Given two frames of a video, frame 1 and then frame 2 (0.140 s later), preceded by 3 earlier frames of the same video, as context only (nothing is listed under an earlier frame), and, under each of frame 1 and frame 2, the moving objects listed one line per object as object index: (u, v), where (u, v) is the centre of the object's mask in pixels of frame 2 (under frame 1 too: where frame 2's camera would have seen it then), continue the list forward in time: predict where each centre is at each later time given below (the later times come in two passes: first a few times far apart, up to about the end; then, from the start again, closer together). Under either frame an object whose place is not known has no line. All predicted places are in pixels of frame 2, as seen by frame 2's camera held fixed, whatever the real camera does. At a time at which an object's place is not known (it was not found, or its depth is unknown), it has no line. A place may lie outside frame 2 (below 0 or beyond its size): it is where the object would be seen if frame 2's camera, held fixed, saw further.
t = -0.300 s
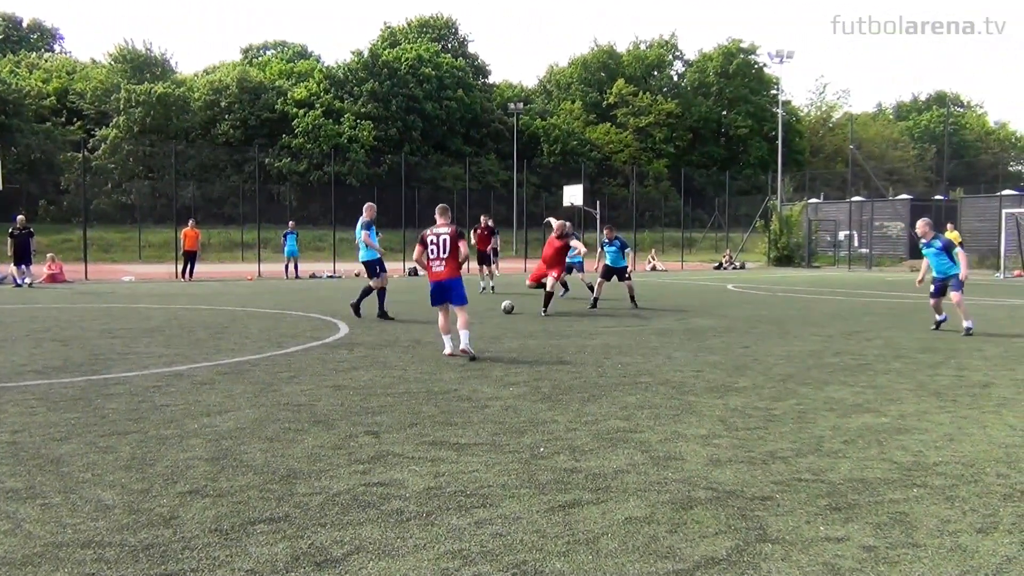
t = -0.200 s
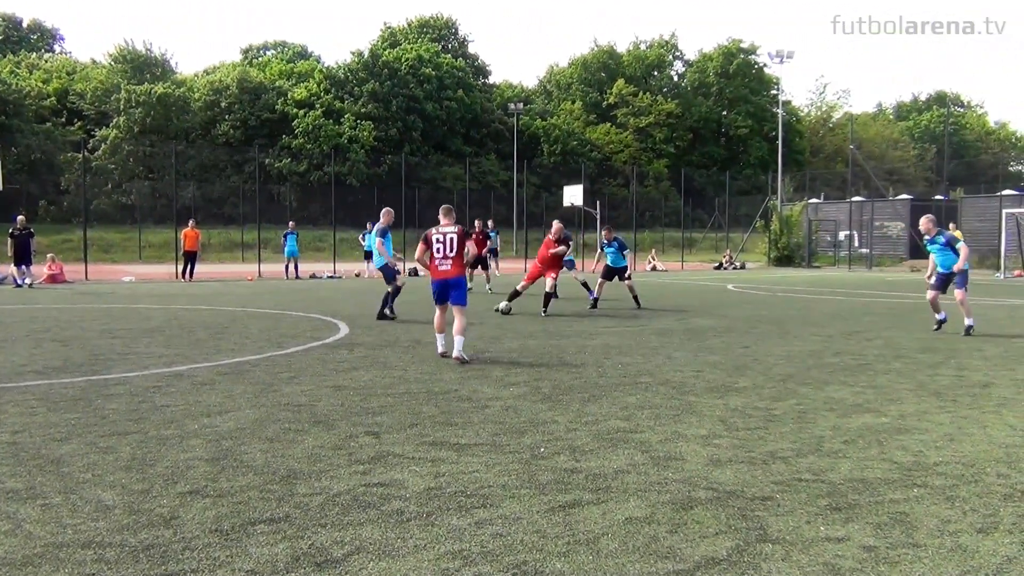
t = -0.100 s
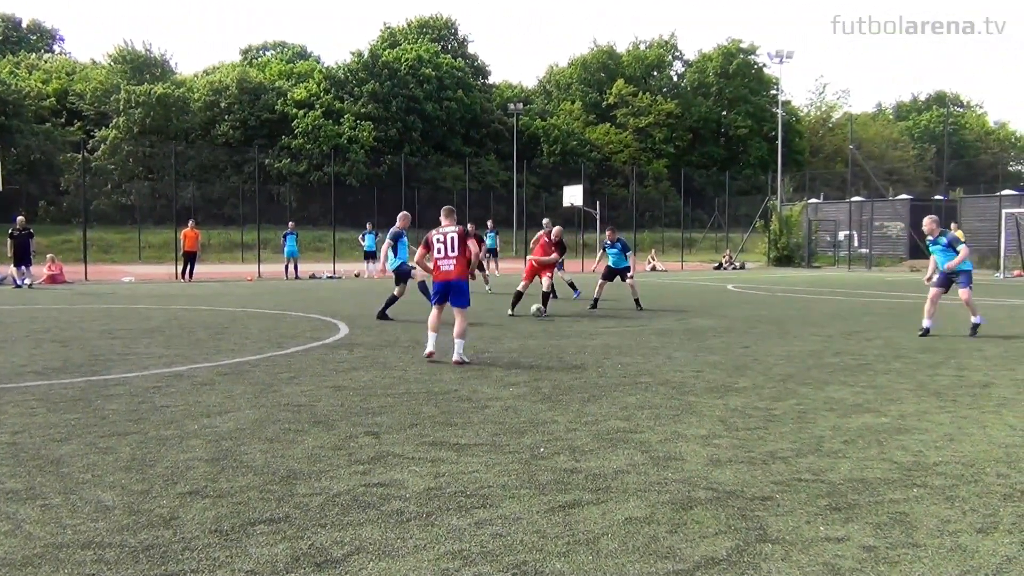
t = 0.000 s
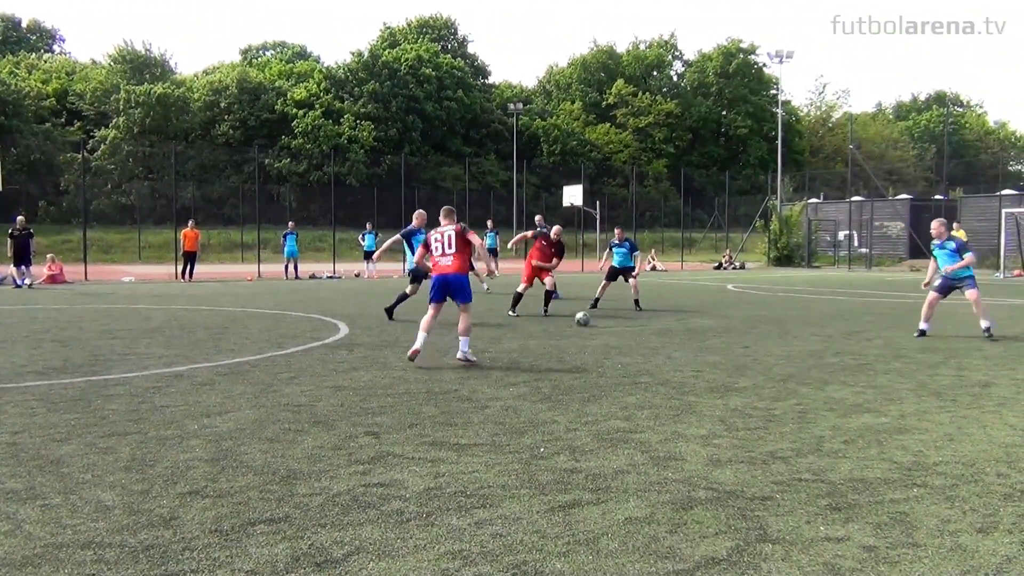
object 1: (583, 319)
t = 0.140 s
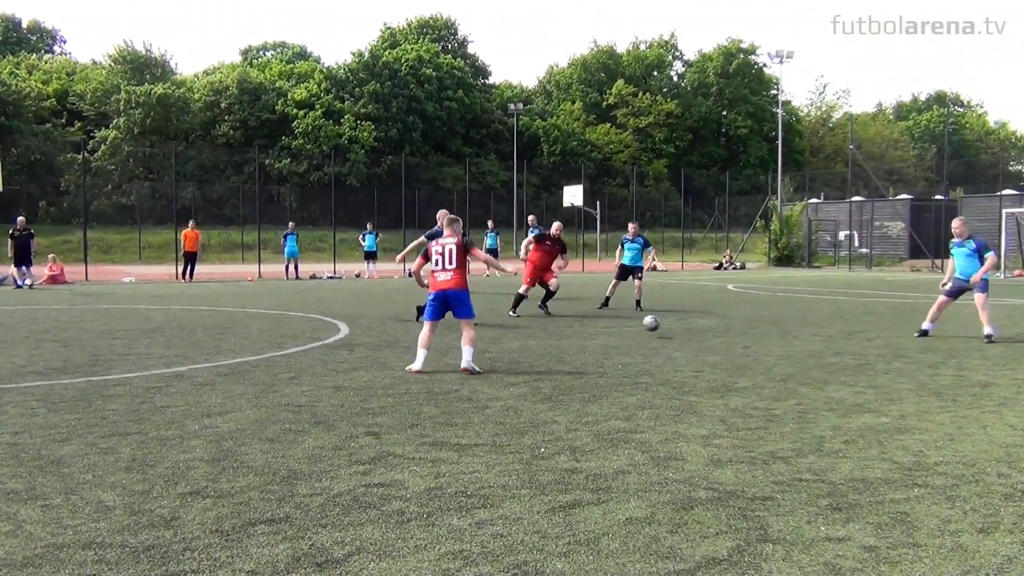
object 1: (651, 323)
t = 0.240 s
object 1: (710, 337)
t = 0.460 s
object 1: (854, 352)
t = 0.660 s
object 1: (1010, 374)
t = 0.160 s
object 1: (662, 325)
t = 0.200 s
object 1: (686, 330)
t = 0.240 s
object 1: (710, 337)
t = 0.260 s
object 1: (722, 338)
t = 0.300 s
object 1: (745, 337)
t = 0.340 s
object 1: (770, 338)
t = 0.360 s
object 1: (784, 339)
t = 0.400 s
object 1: (811, 343)
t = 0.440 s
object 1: (839, 349)
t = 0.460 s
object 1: (854, 352)
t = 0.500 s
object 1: (885, 359)
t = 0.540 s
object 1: (913, 360)
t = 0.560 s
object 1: (928, 361)
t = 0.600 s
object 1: (959, 364)
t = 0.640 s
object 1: (993, 370)
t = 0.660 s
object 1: (1010, 374)
